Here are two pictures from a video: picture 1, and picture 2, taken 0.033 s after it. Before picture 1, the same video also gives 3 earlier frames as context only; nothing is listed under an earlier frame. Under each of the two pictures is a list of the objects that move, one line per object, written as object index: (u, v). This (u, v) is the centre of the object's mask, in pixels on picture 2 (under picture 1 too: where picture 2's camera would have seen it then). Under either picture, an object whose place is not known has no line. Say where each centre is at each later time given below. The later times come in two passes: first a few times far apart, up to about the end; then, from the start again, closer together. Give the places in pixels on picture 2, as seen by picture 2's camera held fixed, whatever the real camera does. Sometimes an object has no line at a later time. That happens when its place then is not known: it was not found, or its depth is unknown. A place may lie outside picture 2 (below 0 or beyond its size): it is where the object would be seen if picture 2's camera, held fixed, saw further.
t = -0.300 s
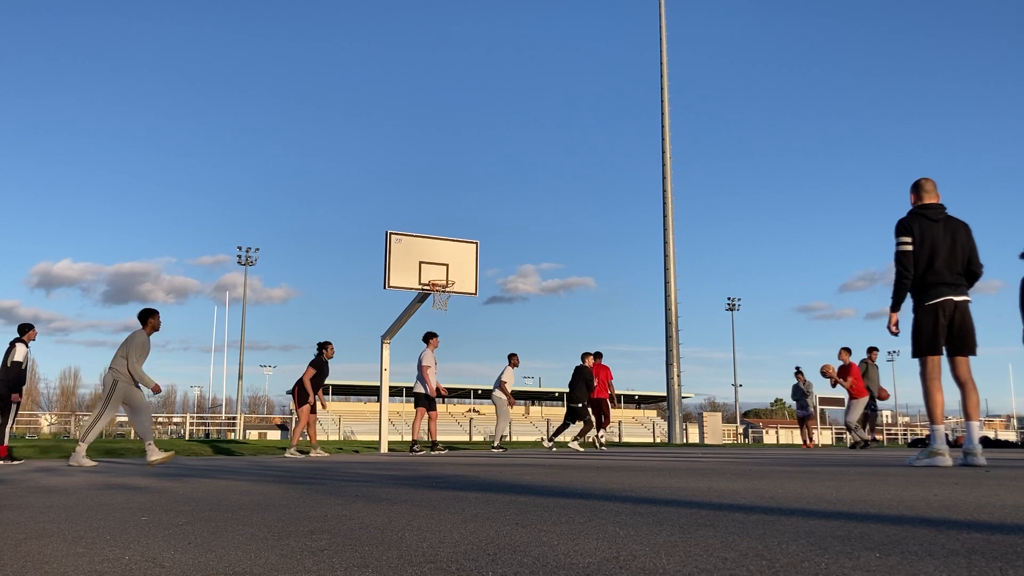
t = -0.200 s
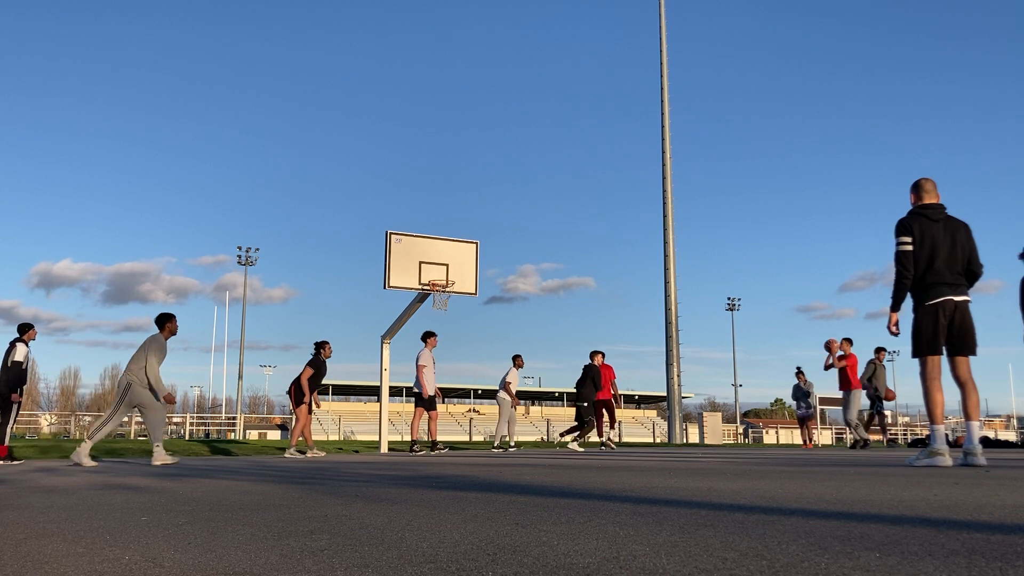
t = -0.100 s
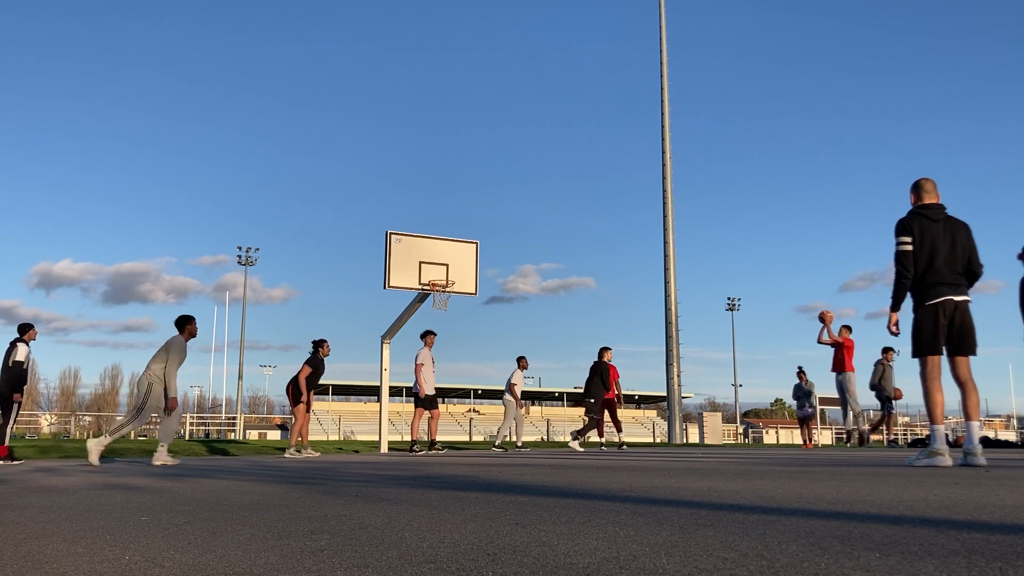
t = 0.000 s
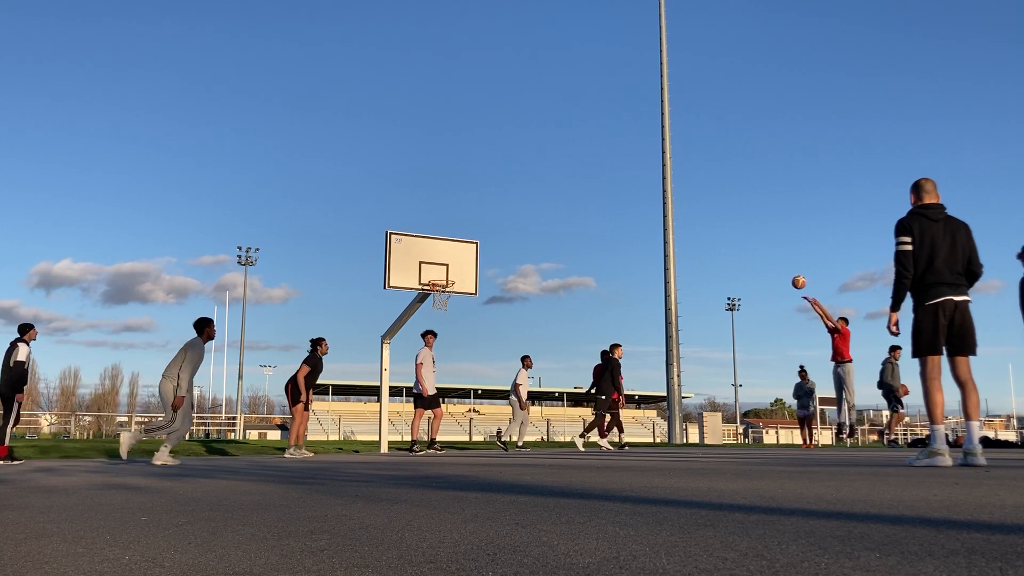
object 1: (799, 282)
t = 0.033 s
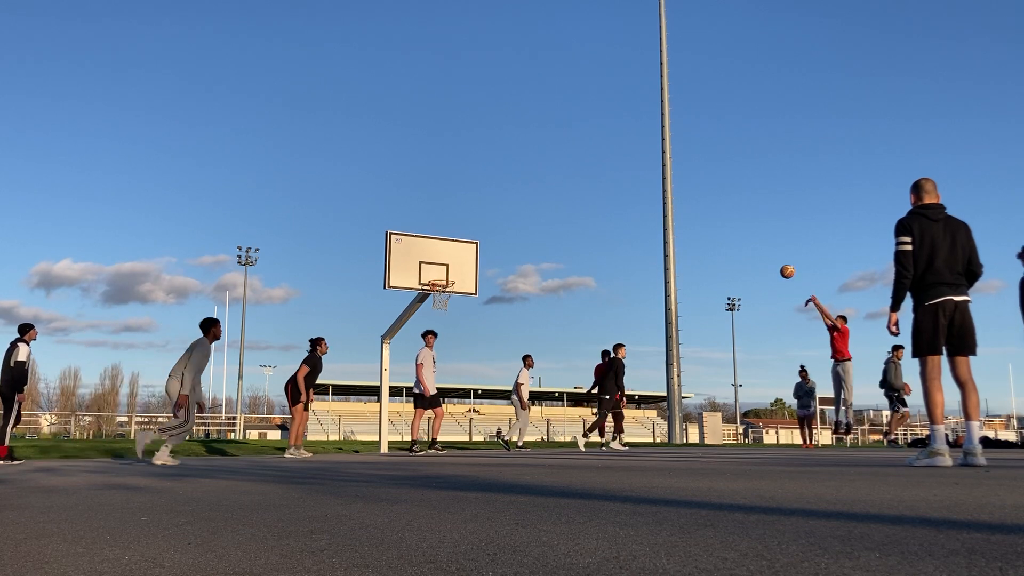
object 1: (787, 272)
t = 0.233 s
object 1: (720, 222)
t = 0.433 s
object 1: (656, 195)
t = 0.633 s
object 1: (595, 190)
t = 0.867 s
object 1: (527, 211)
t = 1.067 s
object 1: (470, 251)
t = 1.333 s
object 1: (439, 272)
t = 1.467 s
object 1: (459, 265)
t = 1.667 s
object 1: (486, 274)
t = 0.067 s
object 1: (776, 261)
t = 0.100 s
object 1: (764, 252)
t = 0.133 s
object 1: (753, 244)
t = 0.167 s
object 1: (742, 236)
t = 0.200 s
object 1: (730, 228)
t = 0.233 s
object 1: (720, 222)
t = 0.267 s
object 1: (709, 216)
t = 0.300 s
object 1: (698, 211)
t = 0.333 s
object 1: (687, 206)
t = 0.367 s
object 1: (677, 202)
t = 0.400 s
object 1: (667, 198)
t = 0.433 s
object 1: (656, 195)
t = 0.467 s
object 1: (646, 193)
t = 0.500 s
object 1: (636, 191)
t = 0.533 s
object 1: (625, 190)
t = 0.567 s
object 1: (615, 190)
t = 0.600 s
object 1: (605, 190)
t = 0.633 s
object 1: (595, 190)
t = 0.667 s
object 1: (585, 192)
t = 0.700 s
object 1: (576, 193)
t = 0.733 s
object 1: (566, 196)
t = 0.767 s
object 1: (556, 199)
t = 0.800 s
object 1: (547, 202)
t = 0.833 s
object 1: (537, 206)
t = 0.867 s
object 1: (527, 211)
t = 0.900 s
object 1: (518, 216)
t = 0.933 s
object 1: (508, 222)
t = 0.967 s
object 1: (498, 228)
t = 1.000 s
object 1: (489, 235)
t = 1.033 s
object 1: (479, 243)
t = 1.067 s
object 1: (470, 251)
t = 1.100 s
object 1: (460, 259)
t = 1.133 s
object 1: (450, 269)
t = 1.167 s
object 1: (442, 277)
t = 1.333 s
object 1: (439, 272)
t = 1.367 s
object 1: (446, 269)
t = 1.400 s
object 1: (450, 267)
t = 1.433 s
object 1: (454, 266)
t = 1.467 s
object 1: (459, 265)
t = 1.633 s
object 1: (482, 271)
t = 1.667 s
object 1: (486, 274)
